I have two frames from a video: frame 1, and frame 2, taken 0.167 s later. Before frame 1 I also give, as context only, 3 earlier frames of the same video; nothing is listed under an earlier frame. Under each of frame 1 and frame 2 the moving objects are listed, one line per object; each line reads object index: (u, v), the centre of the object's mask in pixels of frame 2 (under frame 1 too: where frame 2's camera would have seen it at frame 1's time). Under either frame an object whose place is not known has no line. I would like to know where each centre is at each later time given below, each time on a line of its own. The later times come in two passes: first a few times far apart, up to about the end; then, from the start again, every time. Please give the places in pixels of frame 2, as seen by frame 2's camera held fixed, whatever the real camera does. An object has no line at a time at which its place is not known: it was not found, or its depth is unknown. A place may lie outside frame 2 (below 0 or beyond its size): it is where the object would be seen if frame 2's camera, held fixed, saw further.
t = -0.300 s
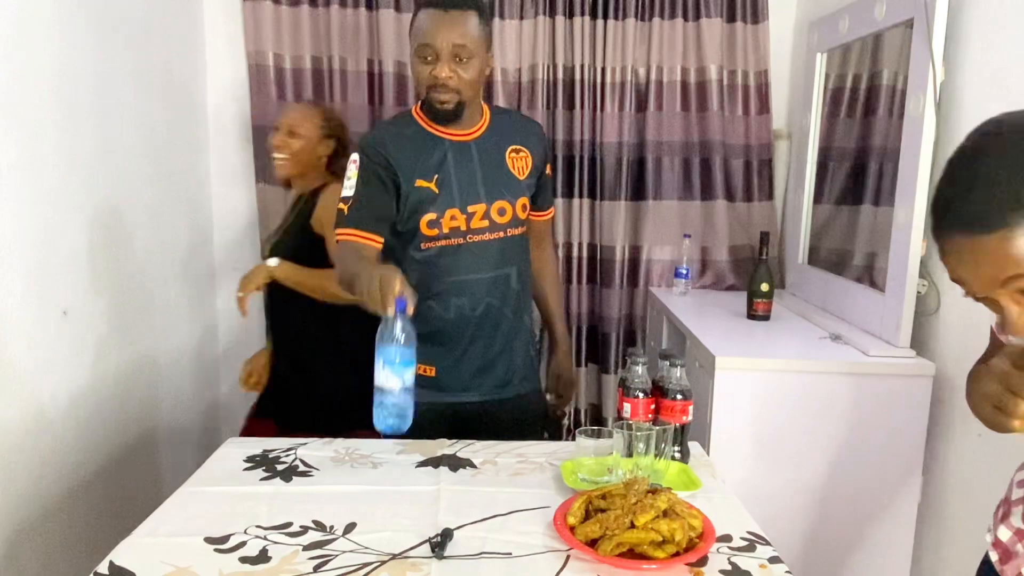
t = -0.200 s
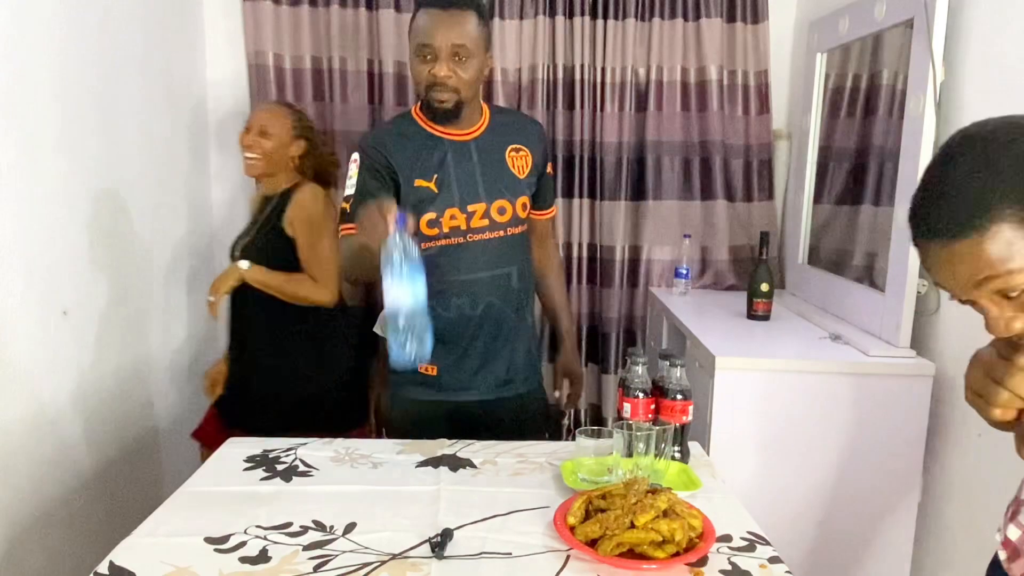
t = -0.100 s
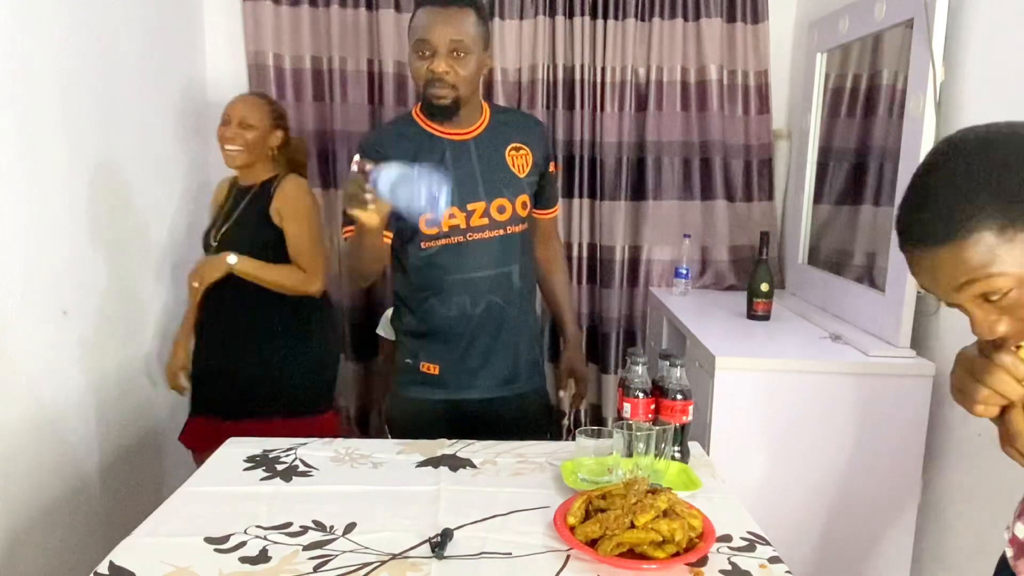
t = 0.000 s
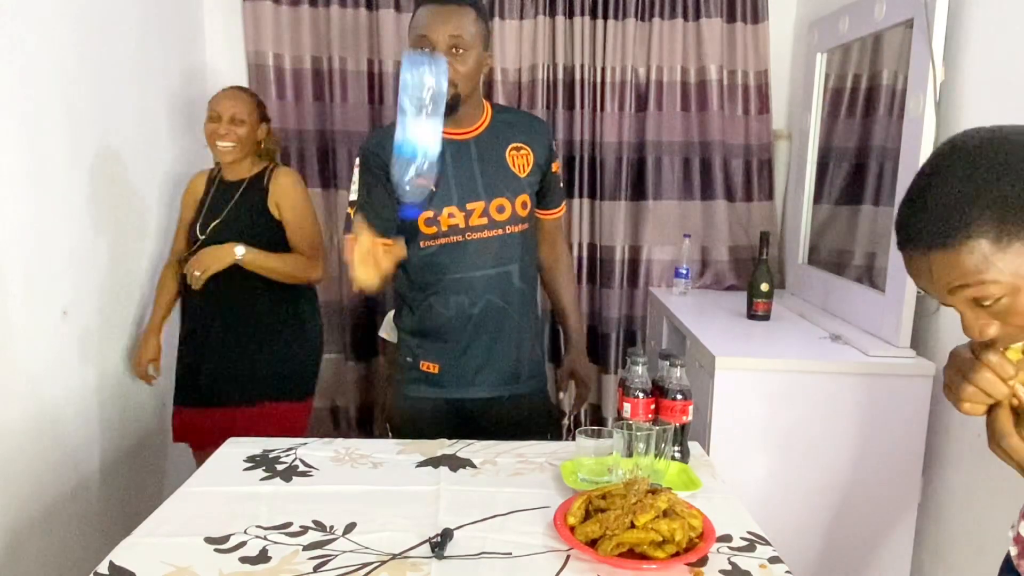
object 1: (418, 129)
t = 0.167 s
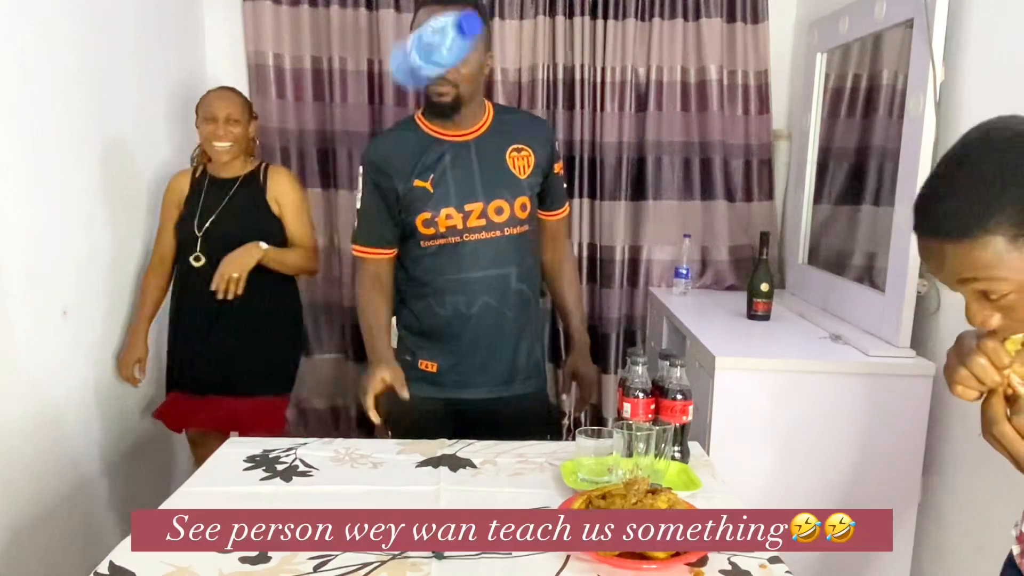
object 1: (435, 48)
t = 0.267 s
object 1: (426, 111)
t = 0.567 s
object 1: (407, 438)
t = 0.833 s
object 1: (383, 479)
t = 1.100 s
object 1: (360, 480)
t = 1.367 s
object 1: (336, 480)
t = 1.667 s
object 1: (315, 480)
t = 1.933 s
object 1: (295, 480)
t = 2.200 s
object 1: (285, 480)
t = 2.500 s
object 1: (281, 480)
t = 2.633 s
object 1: (275, 480)
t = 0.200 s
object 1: (431, 61)
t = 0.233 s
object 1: (428, 82)
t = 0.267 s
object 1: (426, 111)
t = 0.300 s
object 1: (425, 147)
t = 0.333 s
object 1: (423, 191)
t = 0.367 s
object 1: (422, 241)
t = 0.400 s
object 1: (420, 301)
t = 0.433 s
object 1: (419, 362)
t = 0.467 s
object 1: (418, 428)
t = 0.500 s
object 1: (416, 434)
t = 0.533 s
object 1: (411, 434)
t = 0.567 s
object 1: (407, 438)
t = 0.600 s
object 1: (404, 446)
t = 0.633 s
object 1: (401, 455)
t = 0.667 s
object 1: (399, 471)
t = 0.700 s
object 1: (399, 478)
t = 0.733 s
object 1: (395, 478)
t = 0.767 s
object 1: (390, 479)
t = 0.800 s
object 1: (386, 479)
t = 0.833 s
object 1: (383, 479)
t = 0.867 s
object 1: (381, 480)
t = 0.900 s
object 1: (380, 480)
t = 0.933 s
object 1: (378, 479)
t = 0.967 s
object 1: (374, 480)
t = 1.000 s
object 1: (370, 479)
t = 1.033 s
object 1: (366, 480)
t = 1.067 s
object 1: (362, 479)
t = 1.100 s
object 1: (360, 480)
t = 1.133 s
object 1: (359, 480)
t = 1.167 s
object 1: (356, 480)
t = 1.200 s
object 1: (353, 480)
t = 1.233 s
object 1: (349, 480)
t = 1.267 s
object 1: (344, 480)
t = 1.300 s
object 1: (341, 480)
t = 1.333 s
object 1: (338, 480)
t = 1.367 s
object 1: (336, 480)
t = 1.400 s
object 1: (334, 480)
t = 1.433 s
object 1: (331, 480)
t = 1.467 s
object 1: (327, 480)
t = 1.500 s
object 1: (323, 480)
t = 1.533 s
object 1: (320, 480)
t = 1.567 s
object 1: (319, 480)
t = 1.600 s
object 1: (319, 480)
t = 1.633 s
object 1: (318, 480)
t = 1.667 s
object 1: (315, 480)
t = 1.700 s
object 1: (311, 480)
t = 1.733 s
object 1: (309, 480)
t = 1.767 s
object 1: (305, 480)
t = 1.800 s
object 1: (304, 480)
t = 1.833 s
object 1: (303, 480)
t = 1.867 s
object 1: (301, 480)
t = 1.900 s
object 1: (298, 480)
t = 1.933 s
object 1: (295, 480)
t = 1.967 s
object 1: (292, 480)
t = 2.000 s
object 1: (289, 480)
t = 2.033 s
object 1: (289, 480)
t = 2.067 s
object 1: (289, 480)
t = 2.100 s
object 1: (289, 480)
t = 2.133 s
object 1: (288, 480)
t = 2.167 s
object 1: (287, 480)
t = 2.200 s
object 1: (285, 480)
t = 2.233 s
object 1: (285, 480)
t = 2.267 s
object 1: (285, 480)
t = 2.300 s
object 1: (286, 480)
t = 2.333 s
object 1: (285, 480)
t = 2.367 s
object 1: (284, 480)
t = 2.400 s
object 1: (282, 480)
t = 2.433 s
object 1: (281, 480)
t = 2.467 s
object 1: (280, 480)
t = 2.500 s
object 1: (281, 480)
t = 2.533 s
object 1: (281, 480)
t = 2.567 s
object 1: (280, 480)
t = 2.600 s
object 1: (277, 480)
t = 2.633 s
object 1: (275, 480)
